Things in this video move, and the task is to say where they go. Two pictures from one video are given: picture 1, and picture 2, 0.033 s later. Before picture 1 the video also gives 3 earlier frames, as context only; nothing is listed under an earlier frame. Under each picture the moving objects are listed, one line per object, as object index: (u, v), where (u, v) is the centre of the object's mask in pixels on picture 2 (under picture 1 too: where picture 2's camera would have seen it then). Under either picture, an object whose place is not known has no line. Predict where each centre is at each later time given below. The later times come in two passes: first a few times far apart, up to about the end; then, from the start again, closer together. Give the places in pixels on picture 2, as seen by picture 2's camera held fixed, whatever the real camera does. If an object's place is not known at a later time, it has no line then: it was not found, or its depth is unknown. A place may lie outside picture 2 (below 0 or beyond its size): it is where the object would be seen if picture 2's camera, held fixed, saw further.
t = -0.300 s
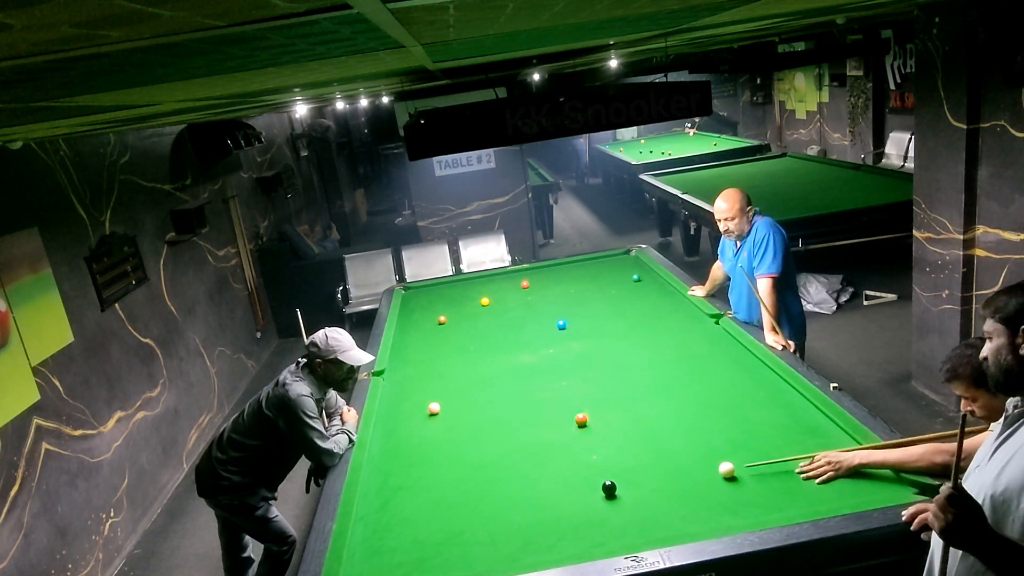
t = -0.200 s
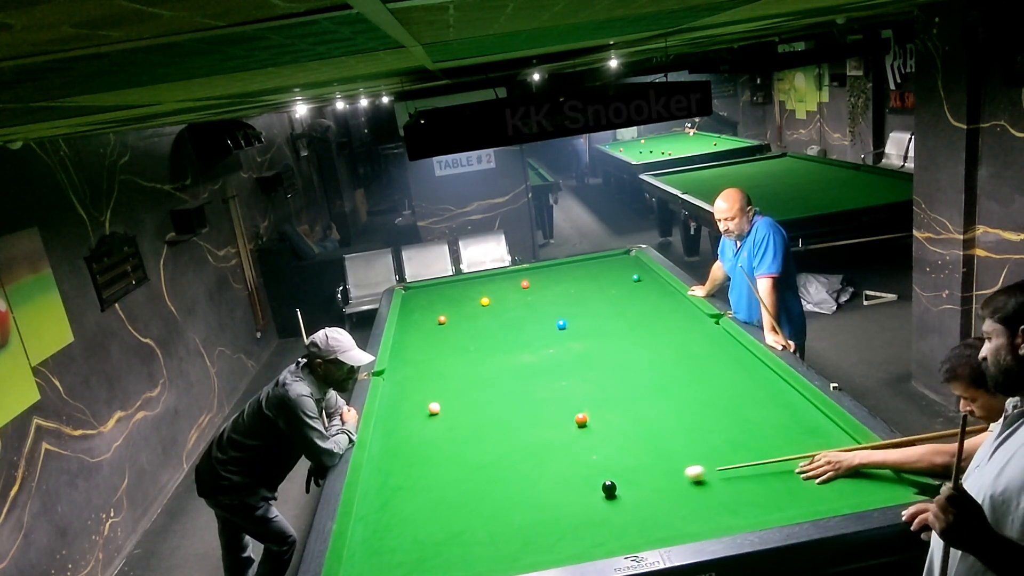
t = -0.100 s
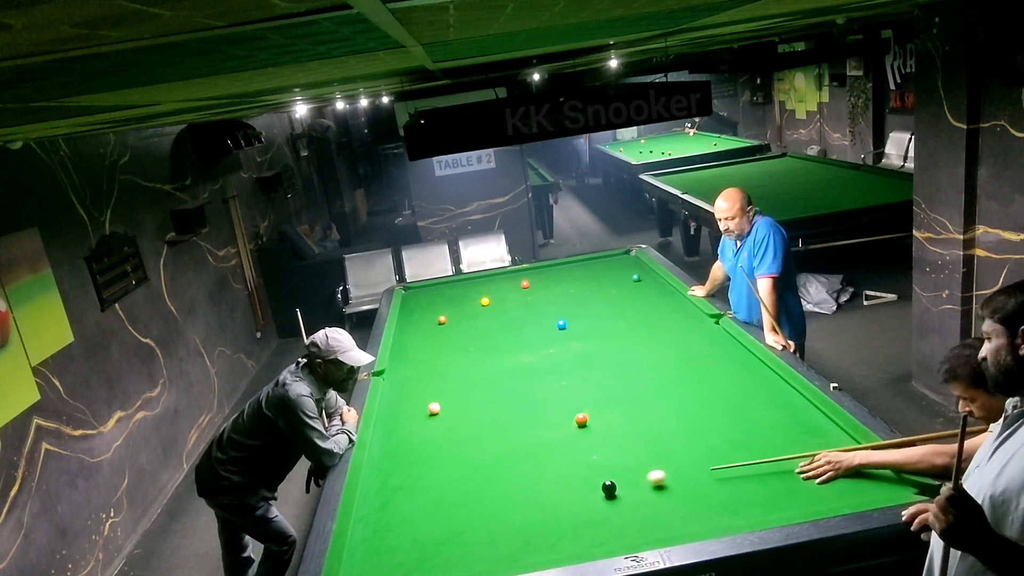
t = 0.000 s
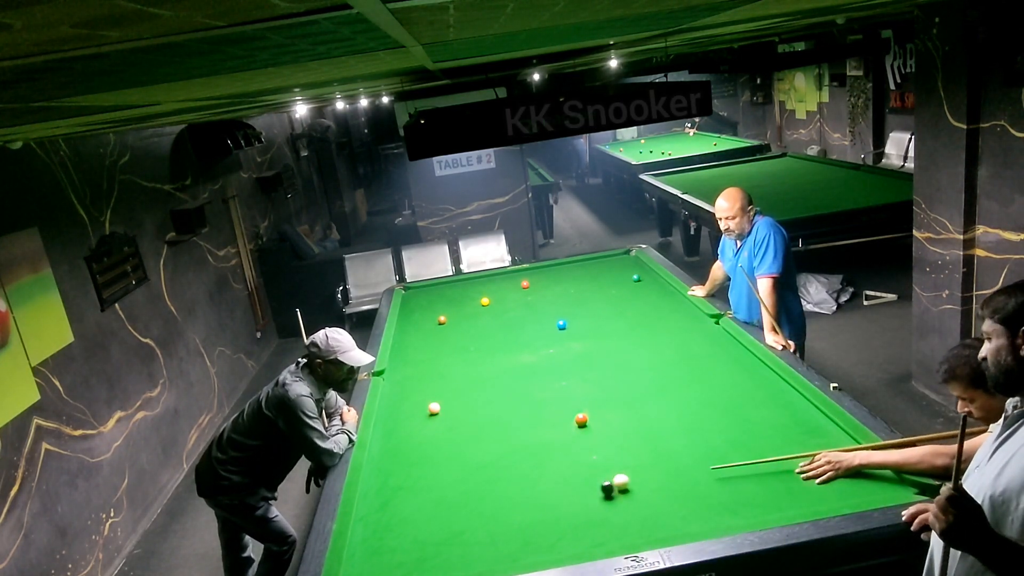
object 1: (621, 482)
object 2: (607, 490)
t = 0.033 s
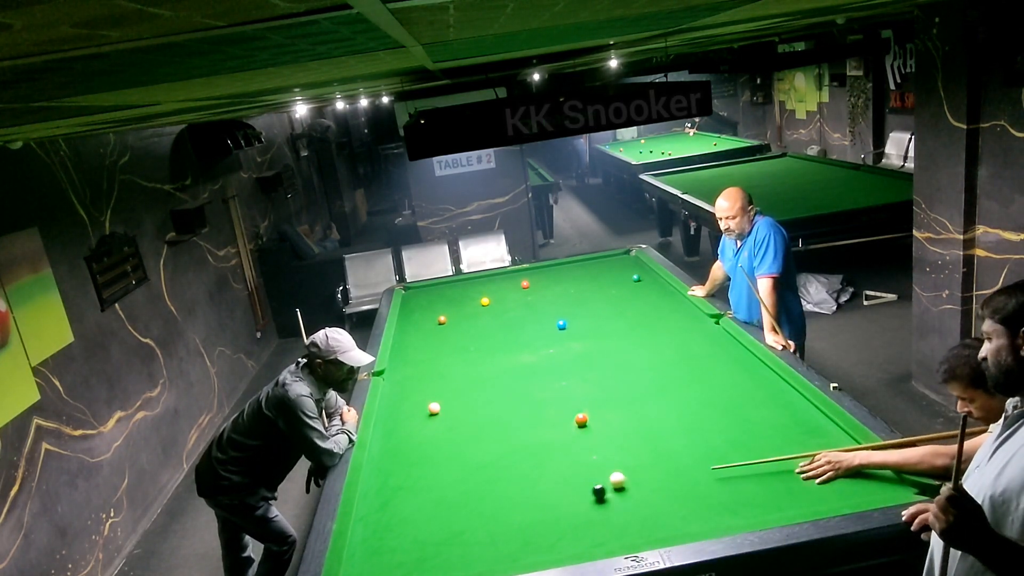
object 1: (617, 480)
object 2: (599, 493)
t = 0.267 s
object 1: (583, 472)
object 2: (554, 511)
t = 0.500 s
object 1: (552, 465)
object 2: (510, 528)
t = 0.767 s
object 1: (520, 458)
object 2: (459, 548)
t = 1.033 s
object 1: (495, 453)
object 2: (414, 566)
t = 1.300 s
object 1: (470, 448)
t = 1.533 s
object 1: (450, 444)
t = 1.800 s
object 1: (431, 440)
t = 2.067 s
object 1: (413, 437)
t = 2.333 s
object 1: (398, 434)
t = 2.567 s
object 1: (387, 432)
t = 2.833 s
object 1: (380, 429)
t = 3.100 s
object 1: (388, 426)
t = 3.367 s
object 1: (394, 423)
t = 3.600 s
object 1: (398, 421)
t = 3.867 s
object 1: (401, 421)
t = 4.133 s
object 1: (402, 421)
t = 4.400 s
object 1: (402, 421)
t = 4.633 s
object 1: (402, 420)
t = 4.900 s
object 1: (401, 421)
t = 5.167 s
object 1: (402, 421)
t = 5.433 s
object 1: (402, 421)
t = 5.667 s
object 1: (402, 421)
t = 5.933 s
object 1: (402, 421)
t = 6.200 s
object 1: (402, 421)
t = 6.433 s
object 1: (402, 421)
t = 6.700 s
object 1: (402, 421)
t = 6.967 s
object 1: (402, 420)
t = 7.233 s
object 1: (402, 420)
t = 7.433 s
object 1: (402, 420)
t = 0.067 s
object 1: (613, 478)
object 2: (592, 496)
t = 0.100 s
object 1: (607, 477)
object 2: (585, 498)
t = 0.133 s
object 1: (602, 476)
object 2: (579, 501)
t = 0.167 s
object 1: (598, 475)
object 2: (573, 503)
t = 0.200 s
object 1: (593, 474)
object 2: (567, 506)
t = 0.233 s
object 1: (588, 473)
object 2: (560, 508)
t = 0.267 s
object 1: (583, 472)
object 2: (554, 511)
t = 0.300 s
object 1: (578, 471)
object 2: (548, 513)
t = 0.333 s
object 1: (574, 470)
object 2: (542, 516)
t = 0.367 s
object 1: (569, 469)
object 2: (535, 518)
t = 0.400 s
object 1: (565, 468)
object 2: (529, 521)
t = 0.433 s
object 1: (561, 467)
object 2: (523, 523)
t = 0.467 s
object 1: (556, 466)
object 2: (516, 526)
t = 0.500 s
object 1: (552, 465)
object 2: (510, 528)
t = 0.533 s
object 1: (548, 464)
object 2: (504, 531)
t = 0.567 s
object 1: (543, 463)
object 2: (497, 534)
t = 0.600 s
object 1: (540, 462)
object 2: (491, 536)
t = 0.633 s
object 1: (536, 461)
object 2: (484, 538)
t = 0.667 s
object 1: (532, 461)
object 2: (478, 541)
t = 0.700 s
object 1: (528, 460)
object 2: (472, 543)
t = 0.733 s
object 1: (524, 459)
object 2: (465, 546)
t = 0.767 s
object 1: (520, 458)
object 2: (459, 548)
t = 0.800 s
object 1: (517, 457)
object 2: (453, 551)
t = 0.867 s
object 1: (512, 456)
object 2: (446, 554)
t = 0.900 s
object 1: (509, 456)
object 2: (439, 557)
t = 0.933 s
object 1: (505, 455)
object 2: (433, 560)
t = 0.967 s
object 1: (502, 455)
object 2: (426, 562)
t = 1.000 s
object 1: (498, 454)
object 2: (420, 564)
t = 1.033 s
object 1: (495, 453)
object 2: (414, 566)
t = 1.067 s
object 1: (492, 452)
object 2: (407, 568)
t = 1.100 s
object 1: (489, 452)
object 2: (401, 569)
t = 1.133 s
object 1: (485, 451)
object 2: (395, 570)
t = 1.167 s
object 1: (482, 450)
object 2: (389, 572)
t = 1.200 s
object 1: (479, 450)
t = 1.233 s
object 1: (476, 449)
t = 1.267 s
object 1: (473, 449)
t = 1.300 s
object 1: (470, 448)
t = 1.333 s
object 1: (467, 447)
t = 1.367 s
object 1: (464, 447)
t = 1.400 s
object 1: (461, 446)
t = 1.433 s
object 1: (458, 445)
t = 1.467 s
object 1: (456, 445)
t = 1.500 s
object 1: (453, 444)
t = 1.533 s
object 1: (450, 444)
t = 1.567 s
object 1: (448, 443)
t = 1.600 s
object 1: (445, 443)
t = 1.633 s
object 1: (443, 442)
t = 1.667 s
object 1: (440, 442)
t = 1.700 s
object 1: (438, 441)
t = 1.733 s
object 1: (435, 441)
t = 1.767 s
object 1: (433, 441)
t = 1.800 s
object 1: (431, 440)
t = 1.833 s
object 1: (428, 439)
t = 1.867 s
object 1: (426, 439)
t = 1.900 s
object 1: (424, 439)
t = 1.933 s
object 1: (422, 438)
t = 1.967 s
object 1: (419, 438)
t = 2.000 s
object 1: (417, 437)
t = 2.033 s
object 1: (415, 437)
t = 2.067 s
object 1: (413, 437)
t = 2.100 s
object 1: (411, 436)
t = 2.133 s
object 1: (410, 436)
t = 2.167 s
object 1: (407, 436)
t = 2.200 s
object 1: (406, 435)
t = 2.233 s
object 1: (404, 435)
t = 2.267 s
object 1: (402, 435)
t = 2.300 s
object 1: (400, 434)
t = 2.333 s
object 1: (398, 434)
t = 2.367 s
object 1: (397, 433)
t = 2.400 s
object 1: (395, 433)
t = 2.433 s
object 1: (393, 433)
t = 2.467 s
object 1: (392, 433)
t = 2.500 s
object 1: (390, 432)
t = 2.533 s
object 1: (389, 432)
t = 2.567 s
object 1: (387, 432)
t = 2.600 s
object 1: (386, 431)
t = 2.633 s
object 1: (384, 431)
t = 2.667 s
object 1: (383, 431)
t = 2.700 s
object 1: (381, 430)
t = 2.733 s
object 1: (380, 430)
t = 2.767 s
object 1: (378, 430)
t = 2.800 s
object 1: (379, 430)
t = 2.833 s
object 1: (380, 429)
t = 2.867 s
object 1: (381, 429)
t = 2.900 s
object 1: (382, 428)
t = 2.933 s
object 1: (383, 428)
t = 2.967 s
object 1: (384, 427)
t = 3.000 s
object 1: (385, 427)
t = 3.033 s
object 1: (386, 426)
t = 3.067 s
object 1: (387, 426)
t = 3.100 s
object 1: (388, 426)
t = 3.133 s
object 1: (389, 425)
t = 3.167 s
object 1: (390, 425)
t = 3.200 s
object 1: (390, 424)
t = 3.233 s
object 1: (391, 424)
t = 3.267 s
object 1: (392, 424)
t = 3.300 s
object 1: (393, 424)
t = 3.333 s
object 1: (393, 423)
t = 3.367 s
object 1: (394, 423)
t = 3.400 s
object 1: (395, 423)
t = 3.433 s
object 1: (395, 422)
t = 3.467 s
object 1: (396, 422)
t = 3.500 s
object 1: (396, 422)
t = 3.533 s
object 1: (397, 422)
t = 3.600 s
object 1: (398, 421)
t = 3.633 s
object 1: (398, 421)
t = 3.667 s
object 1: (399, 421)
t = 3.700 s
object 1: (399, 421)
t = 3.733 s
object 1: (400, 421)
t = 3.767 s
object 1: (400, 421)
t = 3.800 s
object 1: (400, 421)
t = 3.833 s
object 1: (400, 421)
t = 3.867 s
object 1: (401, 421)
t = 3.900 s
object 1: (401, 421)
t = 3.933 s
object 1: (401, 421)
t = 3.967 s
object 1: (401, 421)
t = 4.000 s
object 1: (401, 421)
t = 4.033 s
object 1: (402, 421)
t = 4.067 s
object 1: (402, 421)
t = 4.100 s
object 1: (402, 421)
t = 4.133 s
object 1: (402, 421)
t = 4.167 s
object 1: (402, 421)
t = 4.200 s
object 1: (402, 421)
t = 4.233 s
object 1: (402, 421)
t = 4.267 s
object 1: (402, 421)
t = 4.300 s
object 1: (402, 421)
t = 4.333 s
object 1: (402, 421)
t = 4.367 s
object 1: (402, 421)
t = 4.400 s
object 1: (402, 421)
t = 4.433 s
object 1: (402, 421)
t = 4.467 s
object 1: (402, 421)
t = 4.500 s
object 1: (401, 421)
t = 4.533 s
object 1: (402, 420)
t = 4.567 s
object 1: (402, 420)
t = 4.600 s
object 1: (401, 421)
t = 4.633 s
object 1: (402, 420)
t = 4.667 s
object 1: (401, 421)
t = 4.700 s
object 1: (402, 421)
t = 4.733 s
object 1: (402, 421)
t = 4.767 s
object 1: (402, 421)
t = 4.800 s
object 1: (401, 421)
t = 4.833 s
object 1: (402, 420)
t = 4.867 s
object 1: (401, 421)
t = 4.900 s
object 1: (401, 421)
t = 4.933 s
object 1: (400, 419)
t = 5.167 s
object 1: (402, 421)
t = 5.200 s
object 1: (402, 421)
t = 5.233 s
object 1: (402, 421)
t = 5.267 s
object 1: (402, 421)
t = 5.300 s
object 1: (402, 421)
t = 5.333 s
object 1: (402, 421)
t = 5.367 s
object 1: (402, 421)
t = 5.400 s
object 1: (402, 421)
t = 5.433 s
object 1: (402, 421)
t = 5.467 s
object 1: (402, 421)
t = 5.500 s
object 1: (402, 421)
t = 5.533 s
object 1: (402, 421)
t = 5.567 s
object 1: (402, 421)
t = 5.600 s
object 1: (402, 421)
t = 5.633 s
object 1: (402, 421)
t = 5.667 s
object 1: (402, 421)
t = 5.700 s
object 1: (402, 421)
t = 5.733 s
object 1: (402, 421)
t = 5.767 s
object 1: (402, 421)
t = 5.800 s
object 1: (402, 421)
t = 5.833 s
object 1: (402, 421)
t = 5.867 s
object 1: (402, 421)
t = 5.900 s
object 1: (402, 421)
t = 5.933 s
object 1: (402, 421)
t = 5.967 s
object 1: (402, 421)
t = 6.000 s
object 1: (402, 421)
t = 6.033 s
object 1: (402, 421)
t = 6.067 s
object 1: (402, 421)
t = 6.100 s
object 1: (402, 421)
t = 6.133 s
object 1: (402, 421)
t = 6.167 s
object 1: (402, 421)
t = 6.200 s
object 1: (402, 421)
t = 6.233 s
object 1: (402, 421)
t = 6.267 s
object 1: (402, 421)
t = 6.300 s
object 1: (402, 421)
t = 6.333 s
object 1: (402, 421)
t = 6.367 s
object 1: (402, 421)
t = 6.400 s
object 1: (402, 421)
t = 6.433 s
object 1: (402, 421)
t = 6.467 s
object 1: (402, 421)
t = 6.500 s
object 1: (402, 421)
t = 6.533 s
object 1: (402, 421)
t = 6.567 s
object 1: (402, 421)
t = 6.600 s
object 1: (402, 421)
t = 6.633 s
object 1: (402, 421)
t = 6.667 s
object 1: (402, 421)
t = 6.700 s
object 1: (402, 421)
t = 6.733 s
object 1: (402, 421)
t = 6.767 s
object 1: (402, 421)
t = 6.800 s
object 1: (402, 421)
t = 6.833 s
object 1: (402, 421)
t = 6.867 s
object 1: (402, 421)
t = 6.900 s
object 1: (402, 420)
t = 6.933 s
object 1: (402, 420)
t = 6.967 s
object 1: (402, 420)
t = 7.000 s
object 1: (402, 420)
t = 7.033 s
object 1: (402, 420)
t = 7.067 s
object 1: (402, 420)
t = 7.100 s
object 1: (402, 420)
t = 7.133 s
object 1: (402, 420)
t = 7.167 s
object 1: (402, 420)
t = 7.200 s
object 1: (402, 421)
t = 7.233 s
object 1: (402, 420)
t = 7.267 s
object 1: (402, 420)
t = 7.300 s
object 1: (402, 420)
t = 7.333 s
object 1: (402, 420)
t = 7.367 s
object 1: (402, 420)
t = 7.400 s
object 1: (402, 420)
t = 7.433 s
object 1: (402, 420)
